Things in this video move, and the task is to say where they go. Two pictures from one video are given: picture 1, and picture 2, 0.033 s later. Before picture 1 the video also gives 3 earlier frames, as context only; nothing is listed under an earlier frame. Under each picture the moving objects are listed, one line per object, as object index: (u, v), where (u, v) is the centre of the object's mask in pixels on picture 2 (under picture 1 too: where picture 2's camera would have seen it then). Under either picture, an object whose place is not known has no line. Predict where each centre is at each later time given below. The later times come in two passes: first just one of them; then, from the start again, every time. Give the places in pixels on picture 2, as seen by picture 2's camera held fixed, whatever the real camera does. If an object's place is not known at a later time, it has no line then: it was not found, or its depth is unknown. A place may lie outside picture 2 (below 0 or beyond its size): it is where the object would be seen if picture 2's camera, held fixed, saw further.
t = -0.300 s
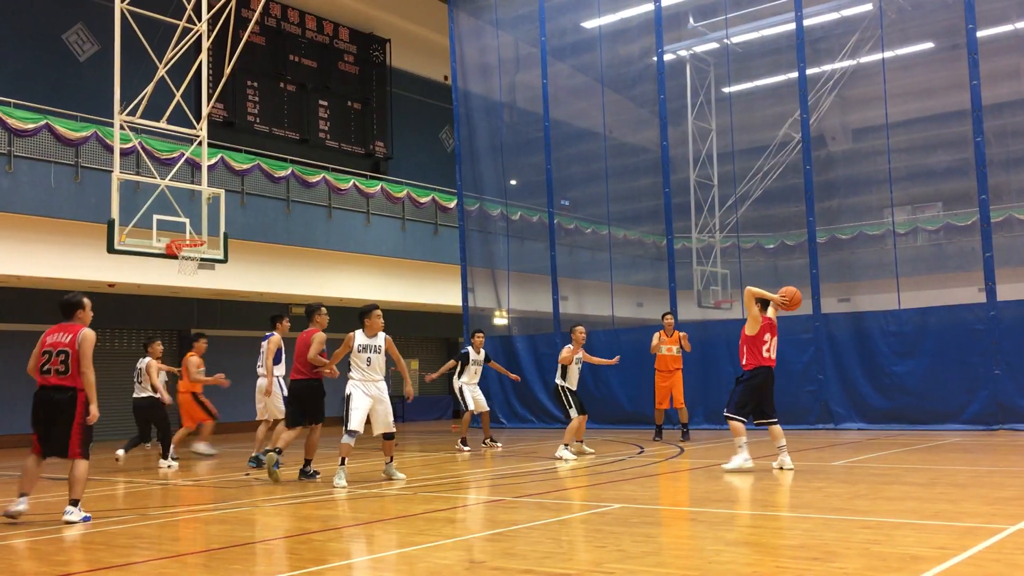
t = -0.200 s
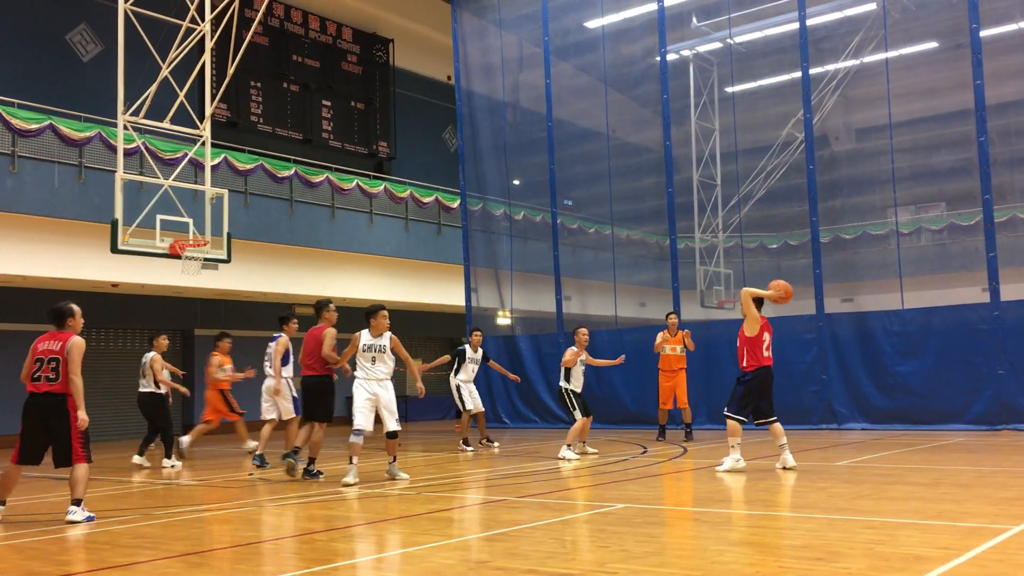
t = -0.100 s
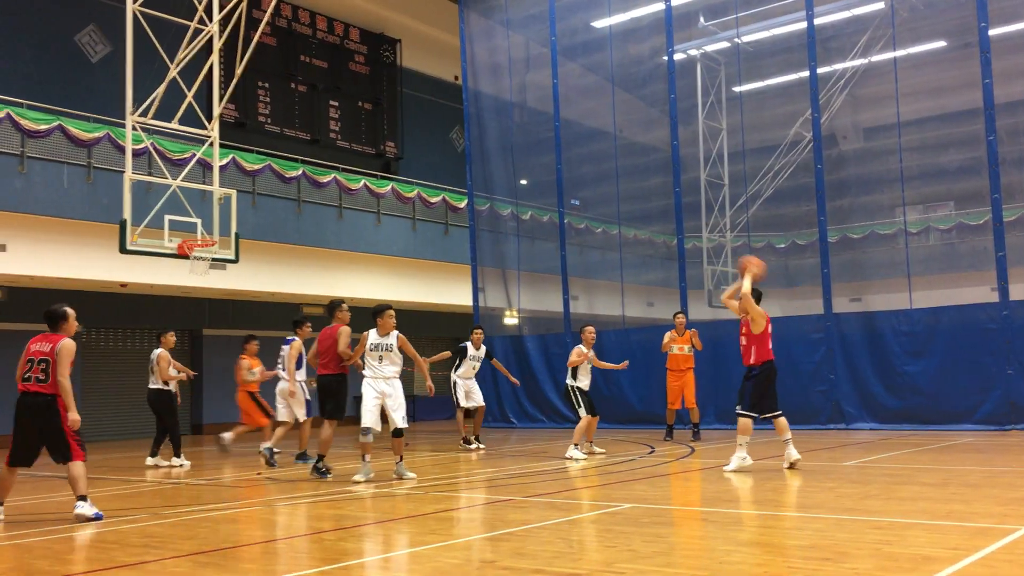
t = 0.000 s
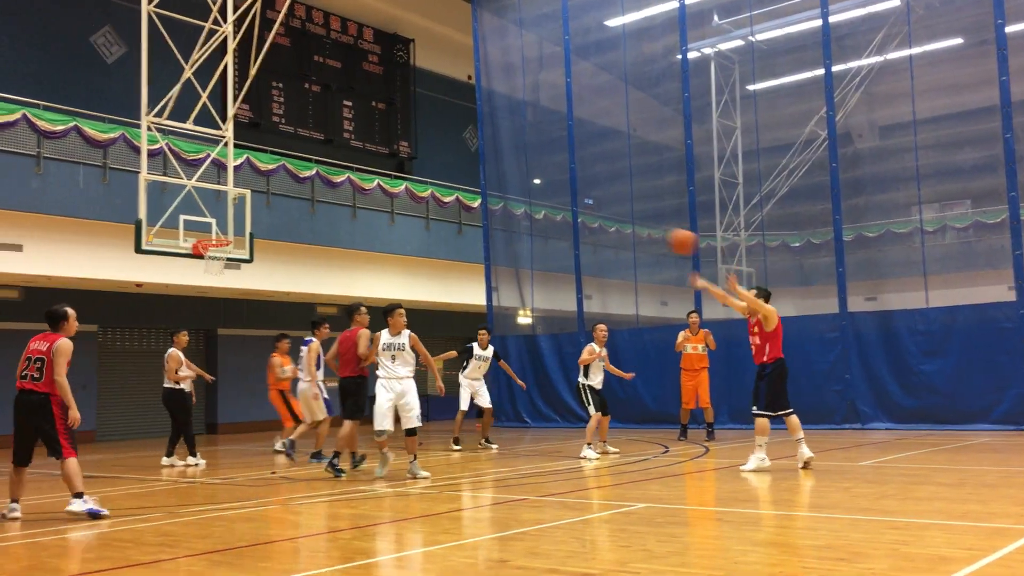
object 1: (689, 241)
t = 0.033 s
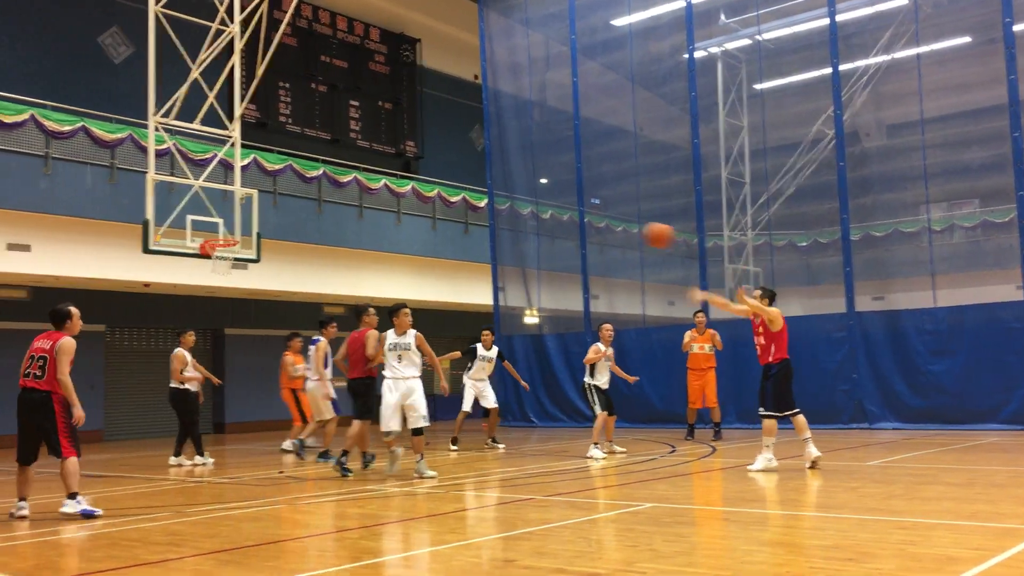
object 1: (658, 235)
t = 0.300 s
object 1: (407, 230)
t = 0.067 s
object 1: (630, 230)
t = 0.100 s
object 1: (597, 227)
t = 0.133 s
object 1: (567, 225)
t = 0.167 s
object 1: (535, 224)
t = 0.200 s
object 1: (504, 224)
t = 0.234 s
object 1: (472, 225)
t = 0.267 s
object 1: (440, 227)
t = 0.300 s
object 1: (407, 230)
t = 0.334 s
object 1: (374, 234)
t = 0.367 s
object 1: (342, 239)
